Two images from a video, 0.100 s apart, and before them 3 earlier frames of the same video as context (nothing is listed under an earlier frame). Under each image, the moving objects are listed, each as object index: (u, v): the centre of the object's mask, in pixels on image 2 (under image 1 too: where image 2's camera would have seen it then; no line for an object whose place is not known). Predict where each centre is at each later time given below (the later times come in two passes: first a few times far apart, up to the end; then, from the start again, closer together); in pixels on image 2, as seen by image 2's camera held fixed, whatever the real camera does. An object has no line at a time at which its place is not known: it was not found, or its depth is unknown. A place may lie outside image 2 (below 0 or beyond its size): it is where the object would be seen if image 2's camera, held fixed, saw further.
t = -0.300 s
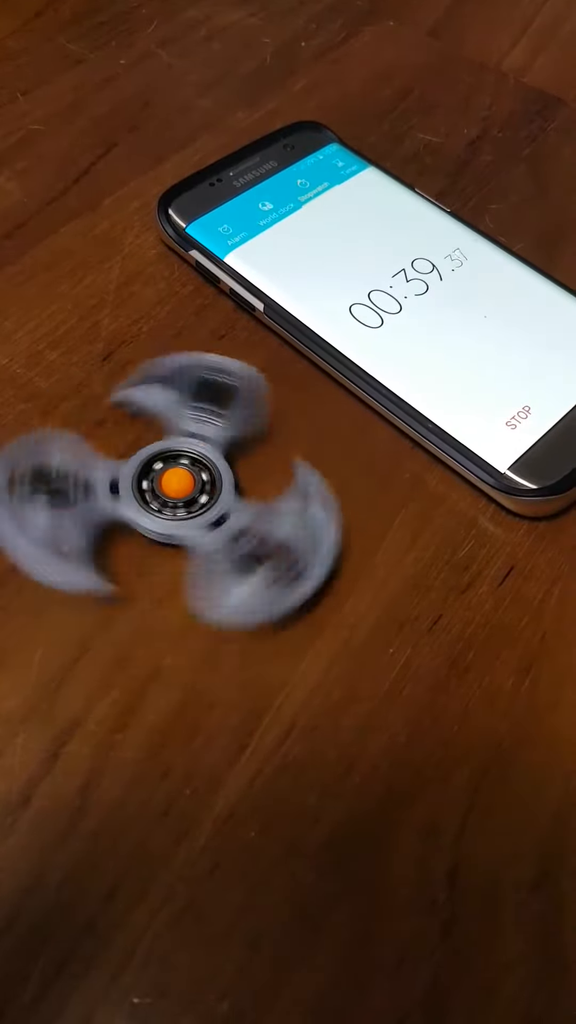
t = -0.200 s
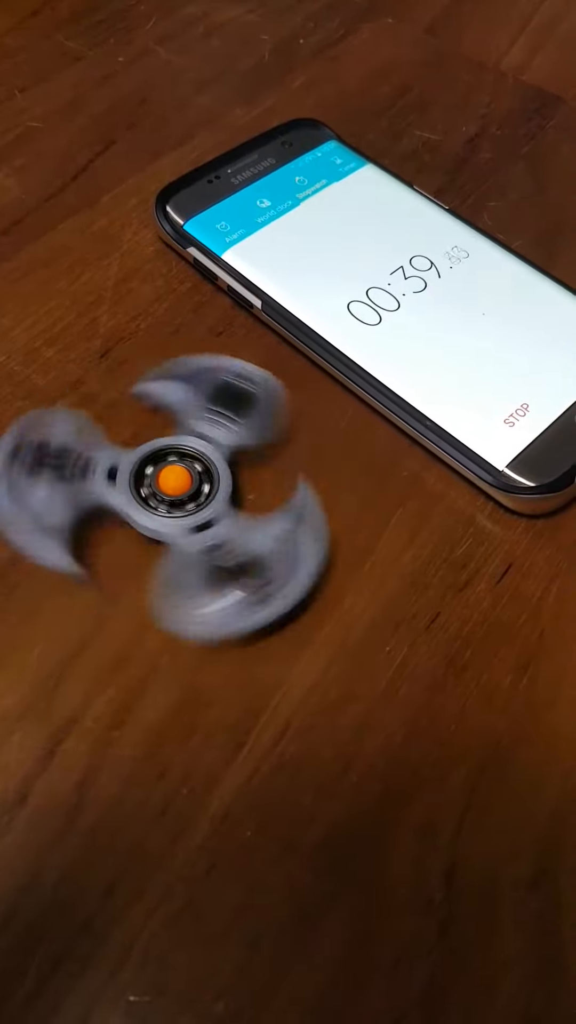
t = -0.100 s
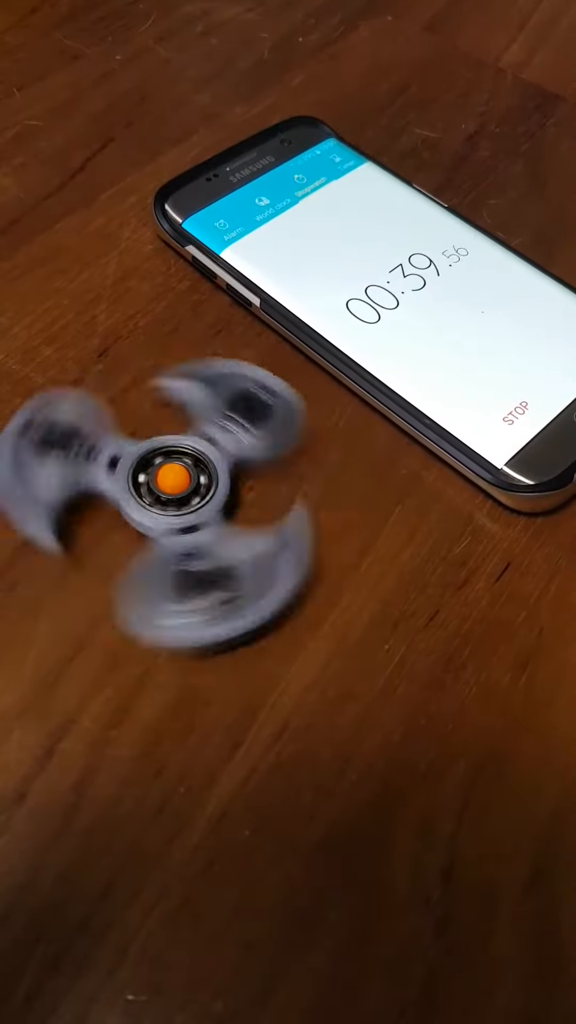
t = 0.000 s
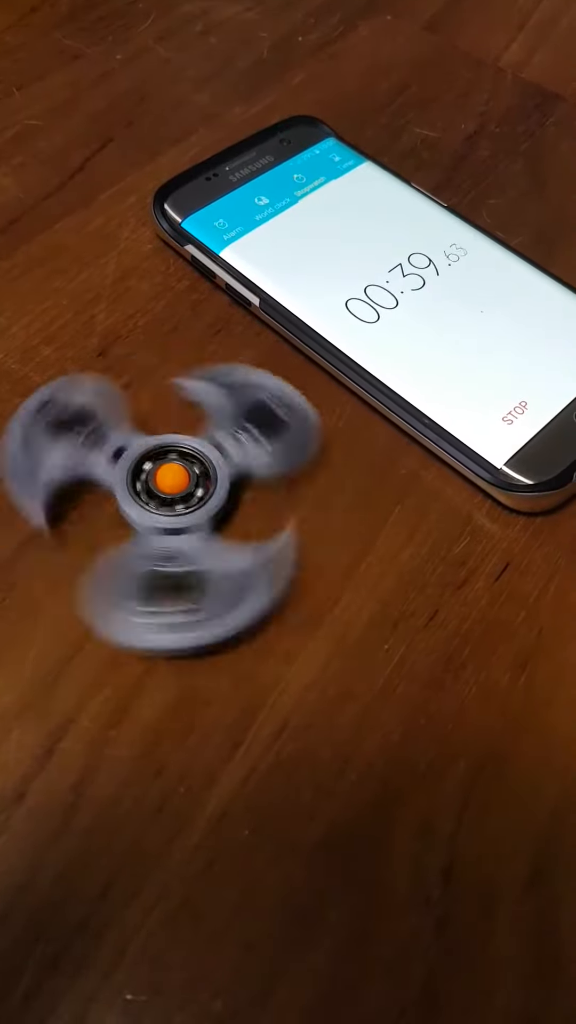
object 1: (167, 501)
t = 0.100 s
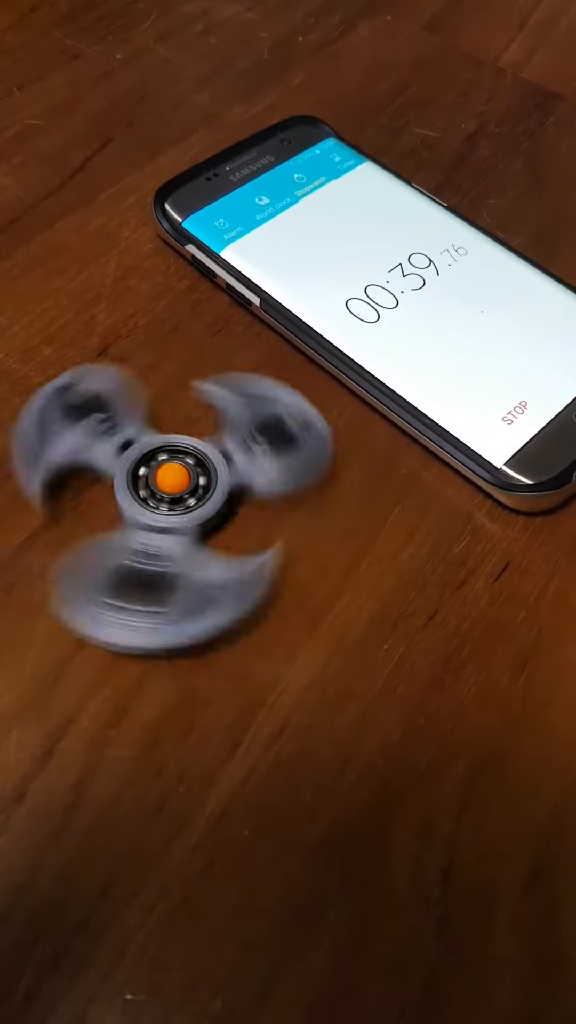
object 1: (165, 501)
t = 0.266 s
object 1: (170, 498)
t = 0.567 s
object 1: (164, 501)
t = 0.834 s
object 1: (168, 501)
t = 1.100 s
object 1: (170, 498)
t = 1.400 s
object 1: (168, 501)
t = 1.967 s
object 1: (169, 498)
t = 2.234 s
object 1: (169, 494)
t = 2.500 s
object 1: (161, 498)
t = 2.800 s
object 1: (162, 497)
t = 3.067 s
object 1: (167, 500)
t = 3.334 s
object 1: (170, 493)
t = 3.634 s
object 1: (168, 493)
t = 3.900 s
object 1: (165, 501)
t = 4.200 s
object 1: (169, 500)
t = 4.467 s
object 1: (168, 493)
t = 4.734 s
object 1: (168, 500)
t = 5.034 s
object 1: (174, 496)
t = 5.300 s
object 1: (162, 500)
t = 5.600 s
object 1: (169, 500)
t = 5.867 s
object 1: (163, 497)
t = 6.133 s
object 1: (177, 496)
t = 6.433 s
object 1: (167, 495)
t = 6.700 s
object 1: (178, 495)
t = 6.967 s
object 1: (170, 502)
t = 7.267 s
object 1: (178, 492)
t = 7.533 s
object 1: (181, 500)
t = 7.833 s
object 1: (168, 495)
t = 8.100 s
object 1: (180, 492)
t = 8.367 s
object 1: (185, 497)
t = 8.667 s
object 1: (163, 500)
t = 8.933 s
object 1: (167, 495)
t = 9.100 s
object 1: (180, 494)
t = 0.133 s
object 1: (164, 494)
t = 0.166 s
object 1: (171, 497)
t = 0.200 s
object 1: (163, 500)
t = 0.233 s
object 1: (167, 493)
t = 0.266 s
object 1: (170, 498)
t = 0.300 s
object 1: (163, 498)
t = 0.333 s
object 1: (170, 493)
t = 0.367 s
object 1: (168, 501)
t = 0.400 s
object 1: (162, 497)
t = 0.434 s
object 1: (171, 494)
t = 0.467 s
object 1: (166, 501)
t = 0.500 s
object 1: (164, 495)
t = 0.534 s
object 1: (171, 496)
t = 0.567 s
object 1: (164, 501)
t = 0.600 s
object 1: (166, 494)
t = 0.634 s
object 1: (171, 499)
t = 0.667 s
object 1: (162, 500)
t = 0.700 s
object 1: (168, 493)
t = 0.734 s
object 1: (168, 500)
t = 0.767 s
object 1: (162, 498)
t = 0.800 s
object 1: (170, 495)
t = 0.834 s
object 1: (168, 501)
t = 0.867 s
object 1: (162, 497)
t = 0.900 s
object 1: (172, 495)
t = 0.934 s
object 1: (166, 502)
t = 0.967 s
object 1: (164, 496)
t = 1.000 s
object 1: (171, 496)
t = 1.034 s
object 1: (164, 501)
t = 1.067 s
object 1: (165, 494)
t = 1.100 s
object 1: (170, 498)
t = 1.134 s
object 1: (162, 501)
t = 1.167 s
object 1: (168, 494)
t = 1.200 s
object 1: (170, 500)
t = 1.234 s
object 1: (162, 500)
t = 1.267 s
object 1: (168, 494)
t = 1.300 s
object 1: (168, 500)
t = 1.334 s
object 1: (162, 498)
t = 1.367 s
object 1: (170, 494)
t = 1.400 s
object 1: (168, 501)
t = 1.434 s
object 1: (162, 497)
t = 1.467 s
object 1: (170, 495)
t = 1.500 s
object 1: (167, 501)
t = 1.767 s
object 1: (171, 498)
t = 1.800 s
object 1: (163, 500)
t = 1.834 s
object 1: (165, 494)
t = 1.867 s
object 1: (170, 498)
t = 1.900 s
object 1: (162, 501)
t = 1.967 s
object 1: (169, 498)
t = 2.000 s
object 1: (163, 500)
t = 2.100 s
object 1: (162, 499)
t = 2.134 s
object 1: (169, 494)
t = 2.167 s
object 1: (169, 500)
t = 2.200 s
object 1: (162, 499)
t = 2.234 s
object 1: (169, 494)
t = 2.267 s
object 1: (168, 500)
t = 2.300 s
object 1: (162, 498)
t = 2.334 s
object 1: (170, 494)
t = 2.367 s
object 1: (168, 501)
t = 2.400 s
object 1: (162, 498)
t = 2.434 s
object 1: (170, 493)
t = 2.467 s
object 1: (168, 500)
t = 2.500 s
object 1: (161, 498)
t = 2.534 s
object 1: (170, 494)
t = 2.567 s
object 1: (168, 500)
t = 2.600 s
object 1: (162, 497)
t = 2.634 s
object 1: (171, 494)
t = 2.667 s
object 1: (167, 501)
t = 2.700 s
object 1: (162, 498)
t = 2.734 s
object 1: (170, 494)
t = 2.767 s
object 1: (167, 500)
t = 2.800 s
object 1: (162, 497)
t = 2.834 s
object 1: (170, 494)
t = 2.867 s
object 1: (167, 500)
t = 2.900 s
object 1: (162, 497)
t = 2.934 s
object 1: (171, 494)
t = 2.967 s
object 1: (168, 501)
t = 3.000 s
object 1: (161, 497)
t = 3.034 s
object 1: (170, 494)
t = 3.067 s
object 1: (167, 500)
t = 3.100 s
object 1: (161, 498)
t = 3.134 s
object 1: (170, 494)
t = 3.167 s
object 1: (168, 500)
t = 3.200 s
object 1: (162, 498)
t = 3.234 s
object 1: (170, 494)
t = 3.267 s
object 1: (169, 500)
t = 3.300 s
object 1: (162, 498)
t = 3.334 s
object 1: (170, 493)
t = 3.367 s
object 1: (169, 499)
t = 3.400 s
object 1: (161, 499)
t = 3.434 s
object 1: (169, 493)
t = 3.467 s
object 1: (170, 498)
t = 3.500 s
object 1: (162, 499)
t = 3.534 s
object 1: (169, 493)
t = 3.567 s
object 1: (171, 498)
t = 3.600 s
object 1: (163, 500)
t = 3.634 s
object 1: (168, 493)
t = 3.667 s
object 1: (172, 498)
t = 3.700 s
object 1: (163, 500)
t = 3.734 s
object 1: (167, 493)
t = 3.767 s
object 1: (173, 497)
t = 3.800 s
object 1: (164, 500)
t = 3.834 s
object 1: (166, 493)
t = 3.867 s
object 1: (173, 497)
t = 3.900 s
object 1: (165, 501)
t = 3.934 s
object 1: (164, 494)
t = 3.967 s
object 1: (173, 495)
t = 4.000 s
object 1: (166, 500)
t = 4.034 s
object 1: (163, 495)
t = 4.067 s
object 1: (173, 494)
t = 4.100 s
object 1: (167, 500)
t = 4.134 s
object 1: (162, 497)
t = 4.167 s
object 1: (173, 494)
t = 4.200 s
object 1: (169, 500)
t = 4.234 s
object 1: (162, 498)
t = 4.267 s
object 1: (172, 493)
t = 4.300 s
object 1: (171, 499)
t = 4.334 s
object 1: (161, 499)
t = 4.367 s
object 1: (170, 492)
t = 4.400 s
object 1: (172, 498)
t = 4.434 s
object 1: (163, 500)
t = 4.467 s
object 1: (168, 493)
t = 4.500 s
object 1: (173, 498)
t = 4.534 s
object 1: (165, 501)
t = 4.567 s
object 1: (165, 494)
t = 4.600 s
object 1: (173, 496)
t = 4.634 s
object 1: (166, 501)
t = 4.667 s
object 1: (163, 496)
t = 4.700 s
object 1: (174, 494)
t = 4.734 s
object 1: (168, 500)
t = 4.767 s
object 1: (162, 498)
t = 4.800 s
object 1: (173, 494)
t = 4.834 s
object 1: (171, 500)
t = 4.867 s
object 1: (162, 499)
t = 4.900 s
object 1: (169, 493)
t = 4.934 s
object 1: (173, 498)
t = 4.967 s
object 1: (163, 501)
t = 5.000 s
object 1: (166, 494)
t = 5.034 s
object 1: (174, 496)
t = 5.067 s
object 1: (166, 501)
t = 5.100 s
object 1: (164, 496)
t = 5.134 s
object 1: (174, 495)
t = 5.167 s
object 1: (168, 501)
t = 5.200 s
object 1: (162, 498)
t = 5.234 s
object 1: (172, 494)
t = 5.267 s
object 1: (171, 500)
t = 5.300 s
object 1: (162, 500)
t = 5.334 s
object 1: (169, 494)
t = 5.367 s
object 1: (173, 498)
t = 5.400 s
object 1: (164, 501)
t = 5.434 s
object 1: (166, 495)
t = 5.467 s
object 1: (174, 496)
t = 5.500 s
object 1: (167, 501)
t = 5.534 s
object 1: (162, 497)
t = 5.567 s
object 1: (173, 494)
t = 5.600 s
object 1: (169, 500)
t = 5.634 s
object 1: (162, 499)
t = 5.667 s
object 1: (170, 493)
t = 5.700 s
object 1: (173, 498)
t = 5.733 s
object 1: (164, 500)
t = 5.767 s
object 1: (167, 495)
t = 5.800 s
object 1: (174, 496)
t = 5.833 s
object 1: (167, 501)
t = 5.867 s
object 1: (163, 497)
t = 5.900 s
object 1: (173, 494)
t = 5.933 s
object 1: (170, 500)
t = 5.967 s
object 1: (162, 499)
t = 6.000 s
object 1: (170, 493)
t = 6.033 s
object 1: (173, 498)
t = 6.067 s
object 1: (164, 500)
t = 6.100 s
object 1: (167, 494)
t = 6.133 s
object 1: (177, 496)
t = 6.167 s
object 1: (168, 501)
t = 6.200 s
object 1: (163, 497)
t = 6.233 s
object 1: (176, 493)
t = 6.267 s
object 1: (174, 500)
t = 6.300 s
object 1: (162, 500)
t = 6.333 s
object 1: (171, 492)
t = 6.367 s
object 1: (178, 497)
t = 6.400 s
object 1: (167, 501)
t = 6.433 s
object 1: (167, 495)
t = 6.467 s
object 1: (179, 493)
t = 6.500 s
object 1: (172, 501)
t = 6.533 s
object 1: (163, 499)
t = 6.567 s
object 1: (174, 492)
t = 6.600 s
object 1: (176, 498)
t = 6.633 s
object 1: (163, 500)
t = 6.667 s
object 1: (168, 494)
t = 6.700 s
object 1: (178, 495)
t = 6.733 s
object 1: (170, 501)
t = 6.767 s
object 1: (163, 497)
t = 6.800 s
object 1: (177, 493)
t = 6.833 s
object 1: (178, 500)
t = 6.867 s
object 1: (163, 501)
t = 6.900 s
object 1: (171, 493)
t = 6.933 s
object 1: (181, 496)
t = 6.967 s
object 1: (170, 502)
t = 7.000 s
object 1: (164, 497)
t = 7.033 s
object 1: (178, 493)
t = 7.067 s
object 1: (178, 499)
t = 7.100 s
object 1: (163, 501)
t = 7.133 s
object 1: (171, 493)
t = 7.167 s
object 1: (181, 496)
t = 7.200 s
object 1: (171, 502)
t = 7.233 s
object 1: (164, 497)
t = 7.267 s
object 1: (178, 492)
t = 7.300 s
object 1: (179, 500)
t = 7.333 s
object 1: (164, 501)
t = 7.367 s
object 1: (171, 493)
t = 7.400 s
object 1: (182, 495)
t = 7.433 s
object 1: (173, 502)
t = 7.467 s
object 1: (165, 497)
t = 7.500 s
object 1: (180, 492)
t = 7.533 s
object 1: (181, 500)
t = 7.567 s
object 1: (165, 502)
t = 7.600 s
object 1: (170, 493)
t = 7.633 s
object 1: (182, 495)
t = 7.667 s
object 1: (174, 501)
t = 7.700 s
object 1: (163, 499)
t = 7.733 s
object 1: (176, 492)
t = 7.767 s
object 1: (181, 498)
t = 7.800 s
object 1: (168, 501)
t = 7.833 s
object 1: (168, 495)
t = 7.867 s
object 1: (182, 493)
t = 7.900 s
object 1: (178, 501)
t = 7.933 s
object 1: (163, 500)
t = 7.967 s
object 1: (173, 492)
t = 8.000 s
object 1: (183, 496)
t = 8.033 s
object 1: (171, 502)
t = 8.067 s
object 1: (165, 497)
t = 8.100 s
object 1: (180, 492)
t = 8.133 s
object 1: (182, 500)
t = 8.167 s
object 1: (167, 502)
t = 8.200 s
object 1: (172, 493)
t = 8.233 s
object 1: (186, 494)
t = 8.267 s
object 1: (179, 502)
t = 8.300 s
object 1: (164, 499)
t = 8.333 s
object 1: (177, 491)
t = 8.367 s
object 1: (185, 497)
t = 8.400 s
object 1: (171, 502)
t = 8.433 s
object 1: (166, 495)
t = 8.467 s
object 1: (182, 491)
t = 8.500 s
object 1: (182, 499)
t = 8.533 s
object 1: (167, 501)
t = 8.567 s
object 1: (171, 493)
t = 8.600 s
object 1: (183, 494)
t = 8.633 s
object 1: (177, 501)
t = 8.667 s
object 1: (163, 500)
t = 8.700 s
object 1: (175, 492)
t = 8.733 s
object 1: (183, 496)
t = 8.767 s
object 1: (172, 502)
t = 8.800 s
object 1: (165, 497)
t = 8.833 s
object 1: (179, 491)
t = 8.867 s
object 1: (181, 498)
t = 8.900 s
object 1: (169, 502)
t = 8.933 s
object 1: (167, 495)
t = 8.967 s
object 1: (180, 493)
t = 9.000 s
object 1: (178, 500)
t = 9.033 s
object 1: (164, 501)
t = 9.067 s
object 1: (169, 494)
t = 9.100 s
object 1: (180, 494)
